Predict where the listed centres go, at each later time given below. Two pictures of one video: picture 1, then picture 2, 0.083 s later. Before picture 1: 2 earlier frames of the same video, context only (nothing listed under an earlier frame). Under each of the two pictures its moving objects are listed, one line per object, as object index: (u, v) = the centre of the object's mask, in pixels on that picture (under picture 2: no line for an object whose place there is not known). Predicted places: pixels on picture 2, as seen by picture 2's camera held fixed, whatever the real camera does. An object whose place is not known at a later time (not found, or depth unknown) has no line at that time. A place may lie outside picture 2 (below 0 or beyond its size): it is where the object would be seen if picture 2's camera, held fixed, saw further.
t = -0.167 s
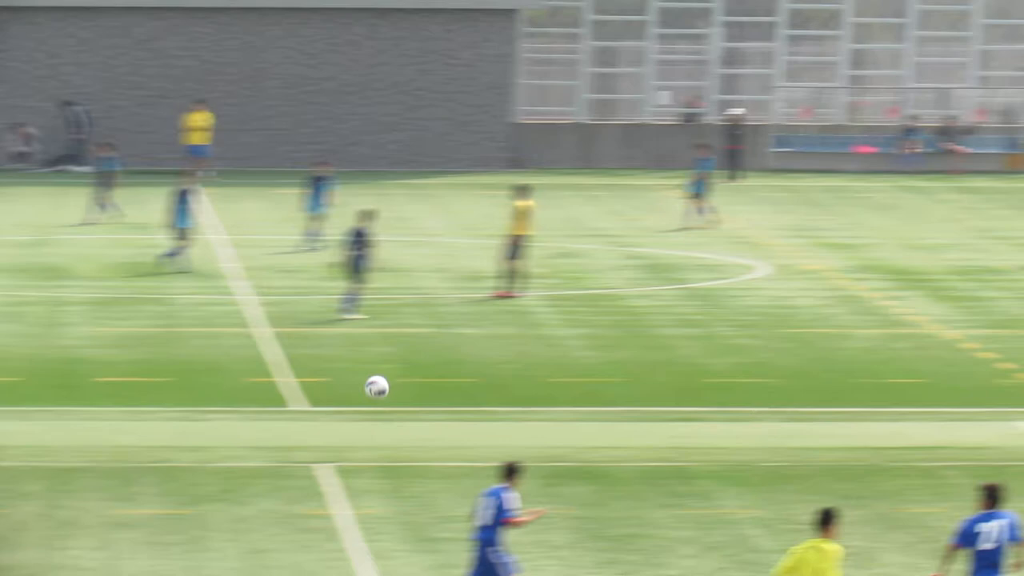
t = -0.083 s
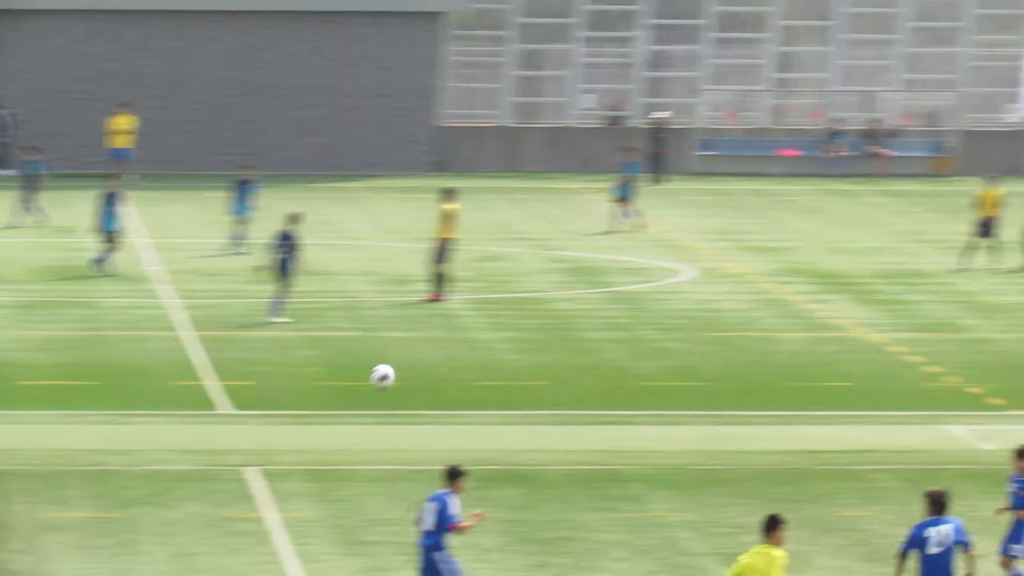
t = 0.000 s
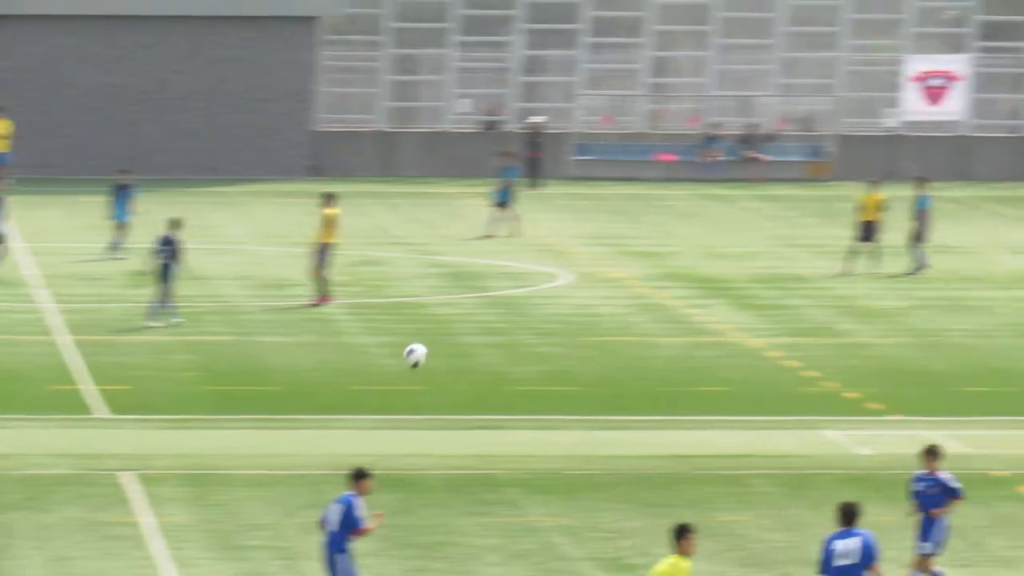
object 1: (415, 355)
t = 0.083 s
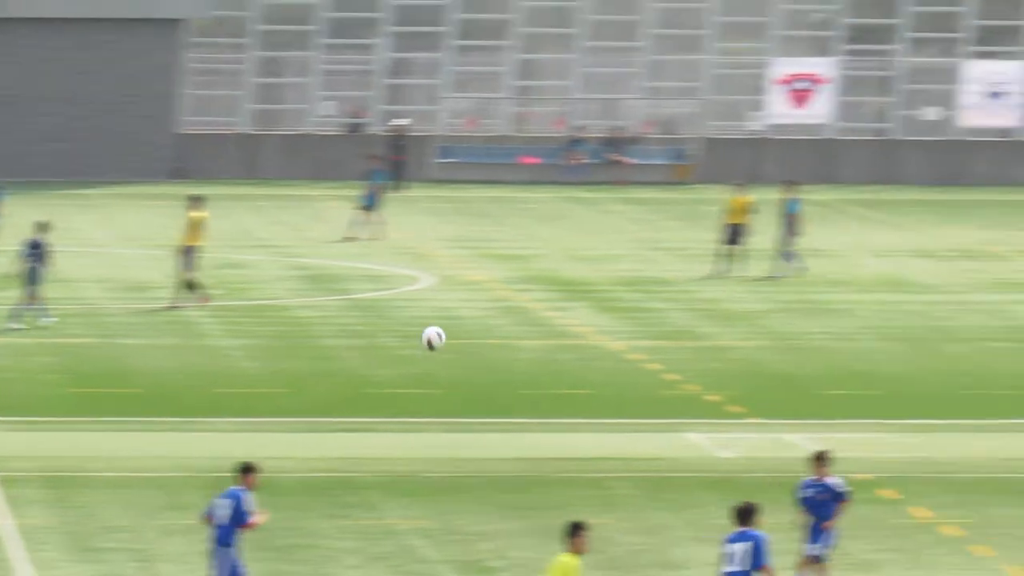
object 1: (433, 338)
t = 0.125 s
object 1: (512, 330)
